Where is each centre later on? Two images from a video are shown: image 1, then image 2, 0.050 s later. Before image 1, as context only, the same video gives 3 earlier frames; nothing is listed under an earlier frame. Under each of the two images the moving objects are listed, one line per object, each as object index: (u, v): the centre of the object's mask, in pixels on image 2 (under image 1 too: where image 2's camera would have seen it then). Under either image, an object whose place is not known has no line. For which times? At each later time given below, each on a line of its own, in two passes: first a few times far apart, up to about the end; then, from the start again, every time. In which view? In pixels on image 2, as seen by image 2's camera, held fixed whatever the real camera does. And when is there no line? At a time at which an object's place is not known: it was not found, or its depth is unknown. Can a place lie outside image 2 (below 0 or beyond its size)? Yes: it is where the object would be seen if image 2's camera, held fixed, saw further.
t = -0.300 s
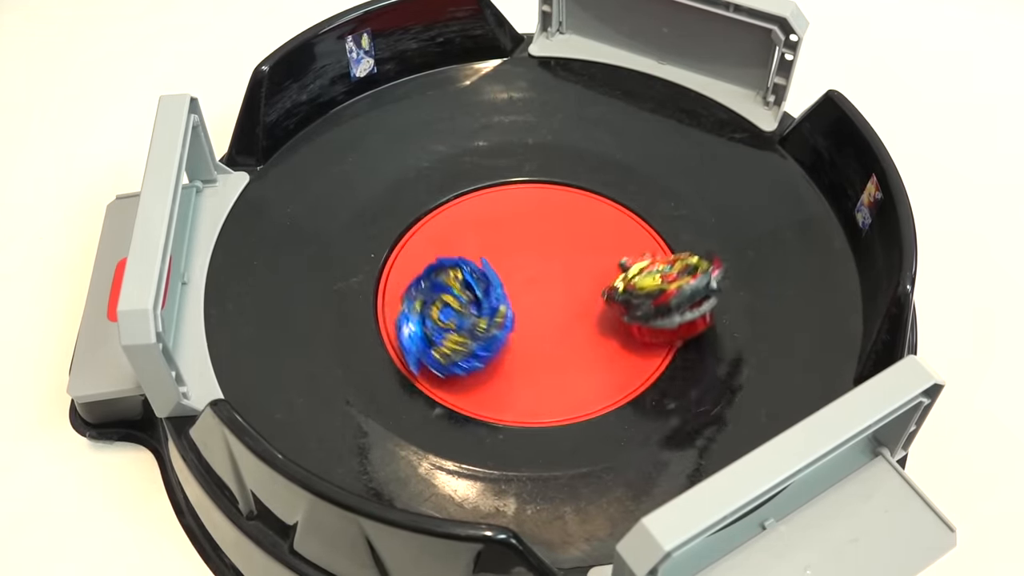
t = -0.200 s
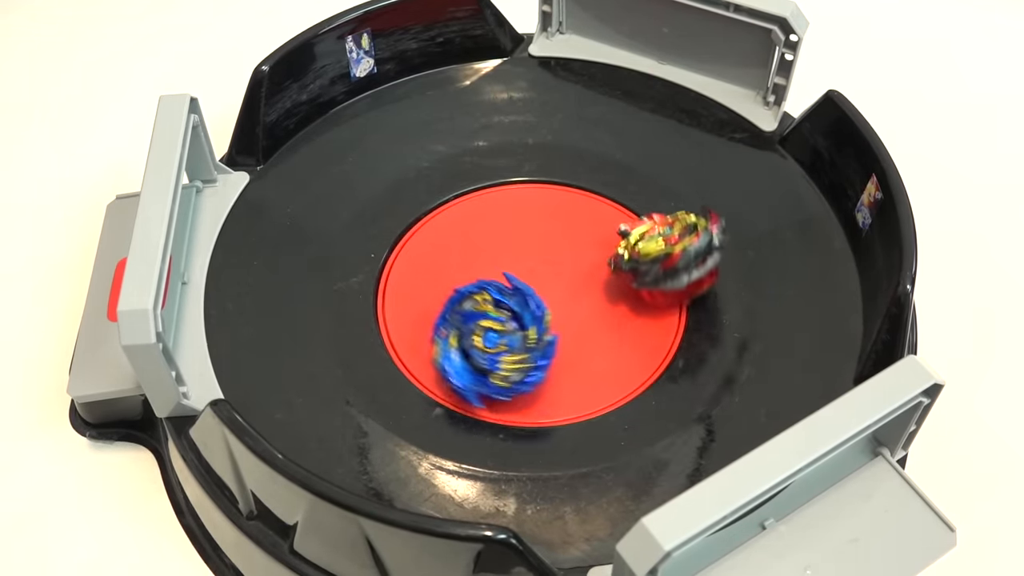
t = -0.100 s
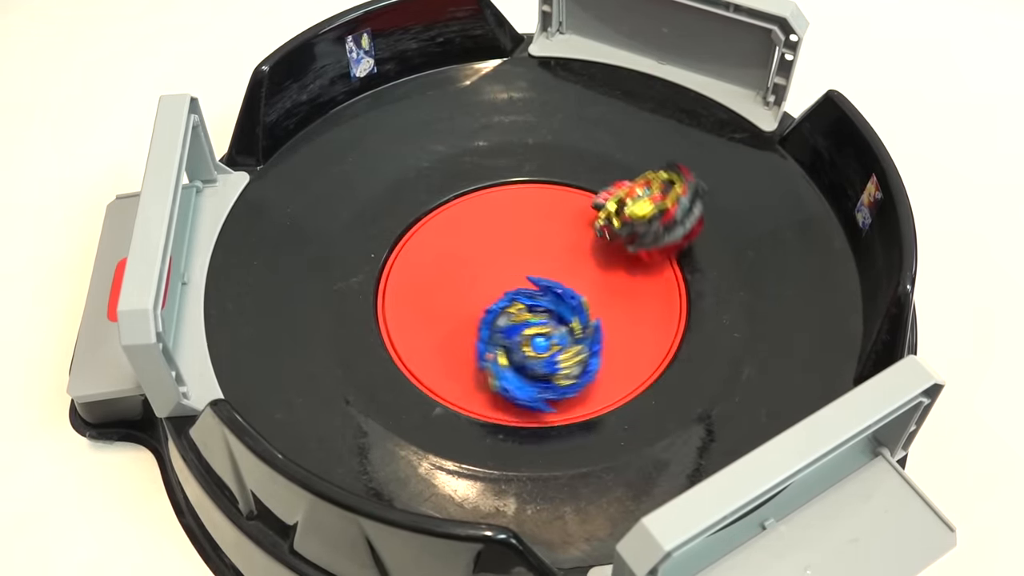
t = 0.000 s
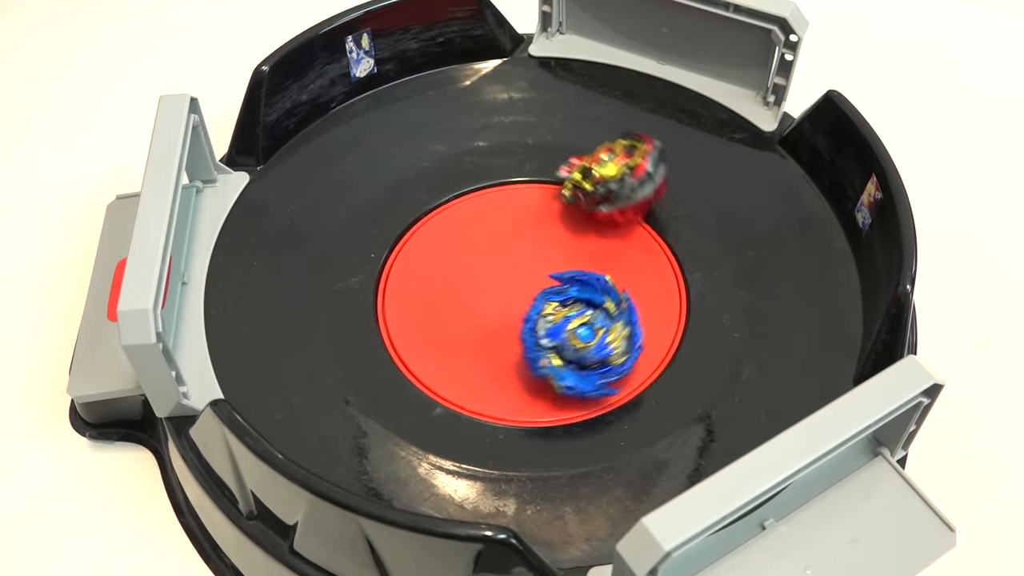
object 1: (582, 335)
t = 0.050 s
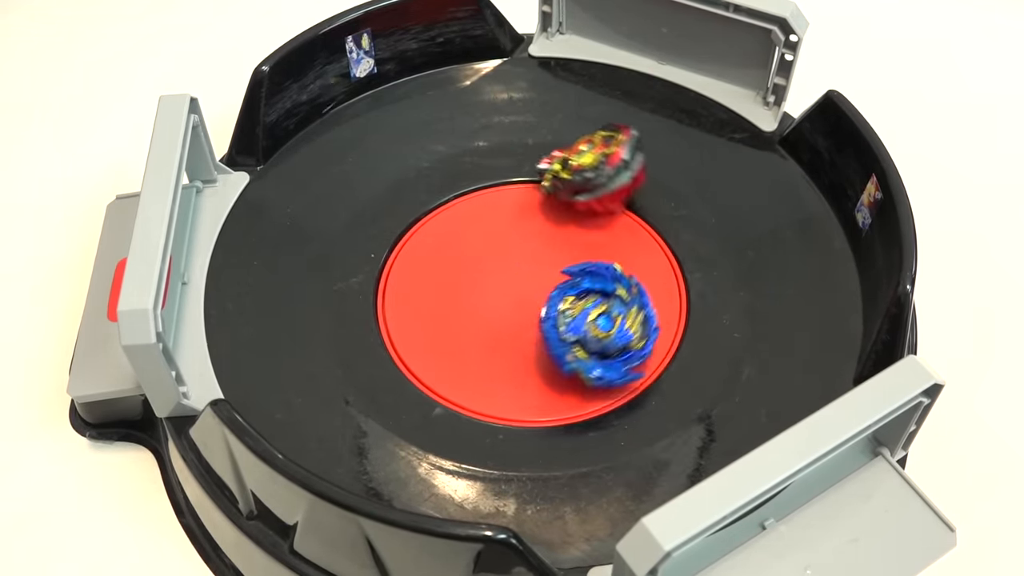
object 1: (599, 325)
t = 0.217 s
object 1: (629, 283)
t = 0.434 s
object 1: (607, 227)
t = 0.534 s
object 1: (577, 210)
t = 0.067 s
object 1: (603, 321)
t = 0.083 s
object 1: (607, 317)
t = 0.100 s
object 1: (611, 314)
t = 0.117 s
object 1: (614, 311)
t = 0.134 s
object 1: (617, 307)
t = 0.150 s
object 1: (620, 303)
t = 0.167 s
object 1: (622, 299)
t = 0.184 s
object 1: (625, 294)
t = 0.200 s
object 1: (627, 289)
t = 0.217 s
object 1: (629, 283)
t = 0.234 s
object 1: (630, 278)
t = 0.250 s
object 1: (630, 272)
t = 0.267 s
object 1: (630, 267)
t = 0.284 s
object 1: (629, 262)
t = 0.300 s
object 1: (628, 257)
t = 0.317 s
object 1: (626, 253)
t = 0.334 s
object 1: (624, 249)
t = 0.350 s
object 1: (622, 245)
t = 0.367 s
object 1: (619, 241)
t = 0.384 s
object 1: (617, 238)
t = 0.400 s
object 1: (614, 234)
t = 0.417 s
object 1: (611, 231)
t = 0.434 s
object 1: (607, 227)
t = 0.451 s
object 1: (603, 224)
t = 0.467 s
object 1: (598, 221)
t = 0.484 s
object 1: (593, 218)
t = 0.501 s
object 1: (588, 215)
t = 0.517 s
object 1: (583, 213)
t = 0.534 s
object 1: (577, 210)
